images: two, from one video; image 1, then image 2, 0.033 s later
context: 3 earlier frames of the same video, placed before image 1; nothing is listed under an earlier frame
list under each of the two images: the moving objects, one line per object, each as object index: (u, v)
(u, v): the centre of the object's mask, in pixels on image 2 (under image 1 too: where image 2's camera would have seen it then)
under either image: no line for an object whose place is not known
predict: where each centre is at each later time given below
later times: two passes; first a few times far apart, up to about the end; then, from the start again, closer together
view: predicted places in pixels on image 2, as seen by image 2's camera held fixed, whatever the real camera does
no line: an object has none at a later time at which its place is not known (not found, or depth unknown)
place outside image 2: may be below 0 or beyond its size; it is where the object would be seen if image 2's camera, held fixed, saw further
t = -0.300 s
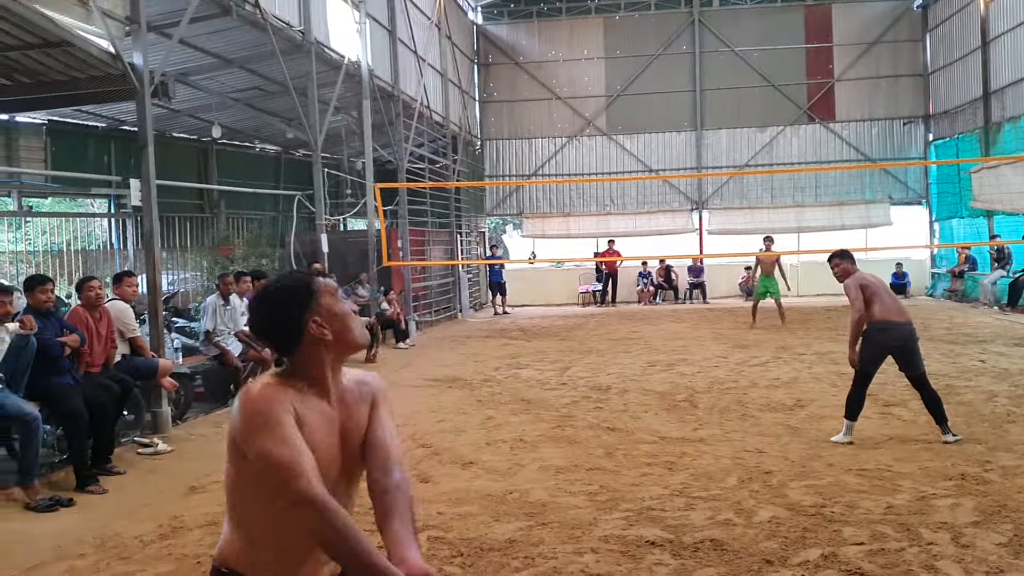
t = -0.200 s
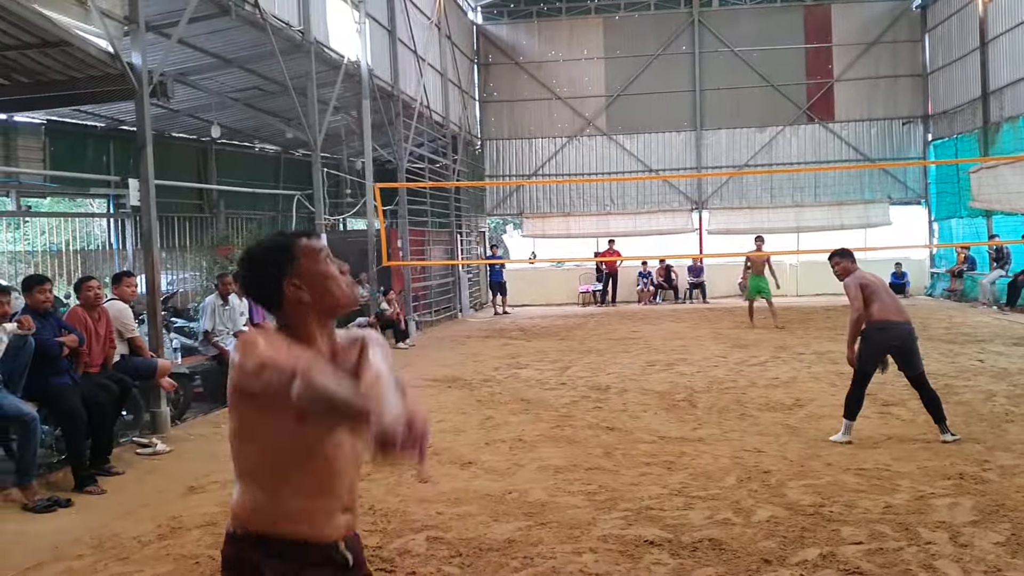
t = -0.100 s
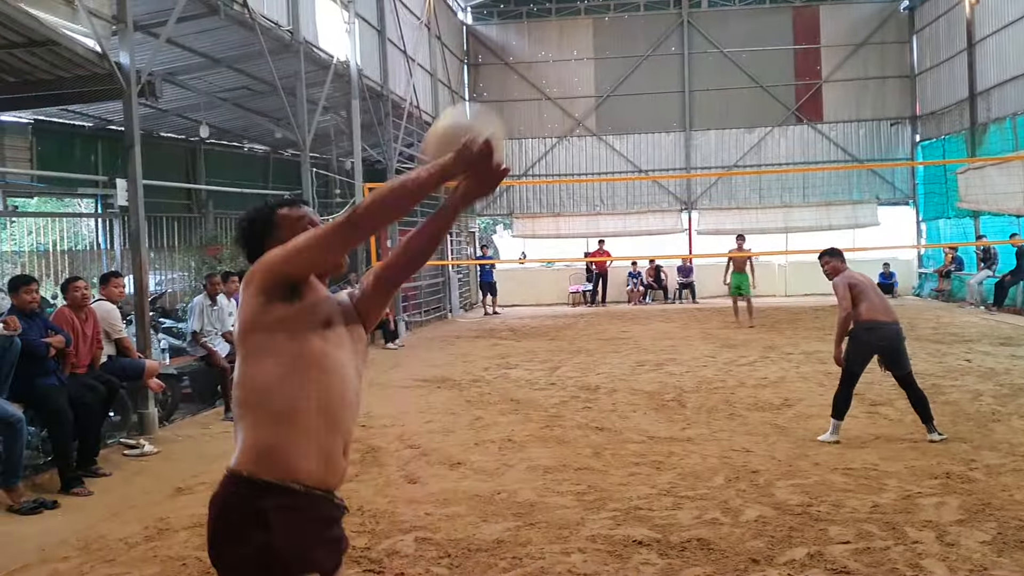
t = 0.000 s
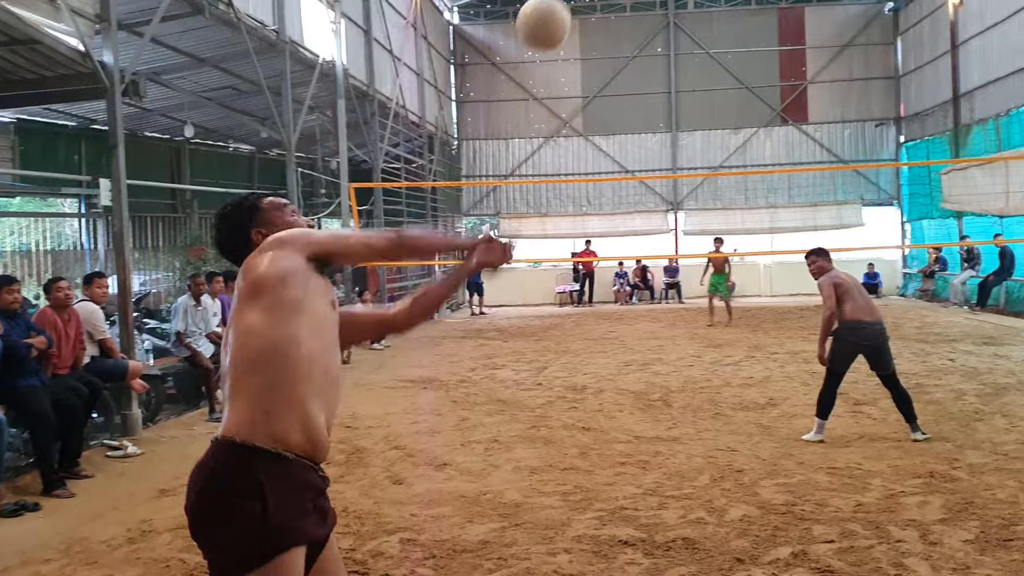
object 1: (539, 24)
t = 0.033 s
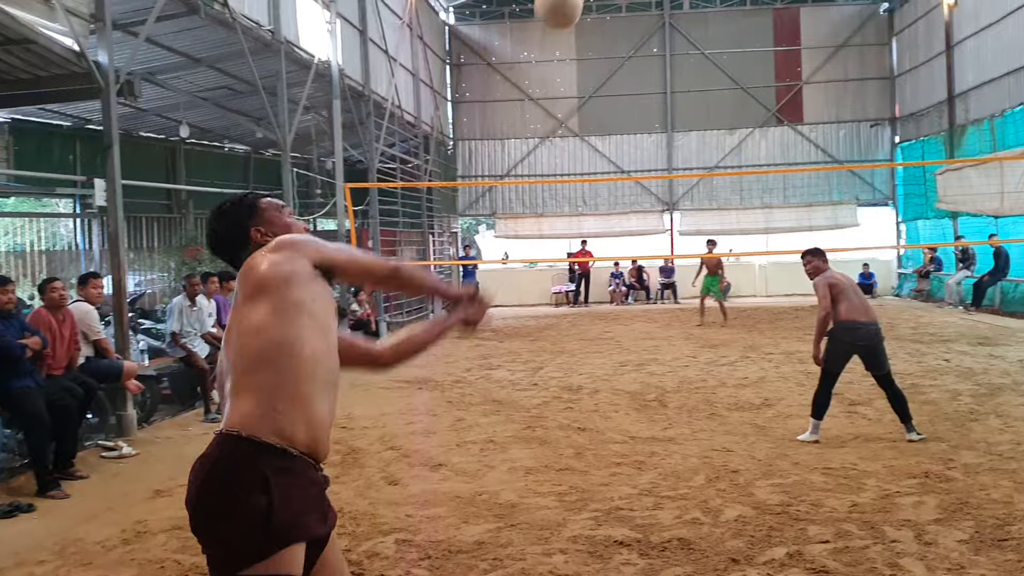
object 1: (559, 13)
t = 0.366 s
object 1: (642, 11)
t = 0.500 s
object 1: (654, 44)
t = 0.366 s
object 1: (642, 11)
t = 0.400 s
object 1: (646, 18)
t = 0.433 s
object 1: (649, 26)
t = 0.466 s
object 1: (651, 35)
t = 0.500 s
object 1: (654, 44)
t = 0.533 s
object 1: (657, 53)
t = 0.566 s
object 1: (659, 63)
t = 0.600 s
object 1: (661, 73)
